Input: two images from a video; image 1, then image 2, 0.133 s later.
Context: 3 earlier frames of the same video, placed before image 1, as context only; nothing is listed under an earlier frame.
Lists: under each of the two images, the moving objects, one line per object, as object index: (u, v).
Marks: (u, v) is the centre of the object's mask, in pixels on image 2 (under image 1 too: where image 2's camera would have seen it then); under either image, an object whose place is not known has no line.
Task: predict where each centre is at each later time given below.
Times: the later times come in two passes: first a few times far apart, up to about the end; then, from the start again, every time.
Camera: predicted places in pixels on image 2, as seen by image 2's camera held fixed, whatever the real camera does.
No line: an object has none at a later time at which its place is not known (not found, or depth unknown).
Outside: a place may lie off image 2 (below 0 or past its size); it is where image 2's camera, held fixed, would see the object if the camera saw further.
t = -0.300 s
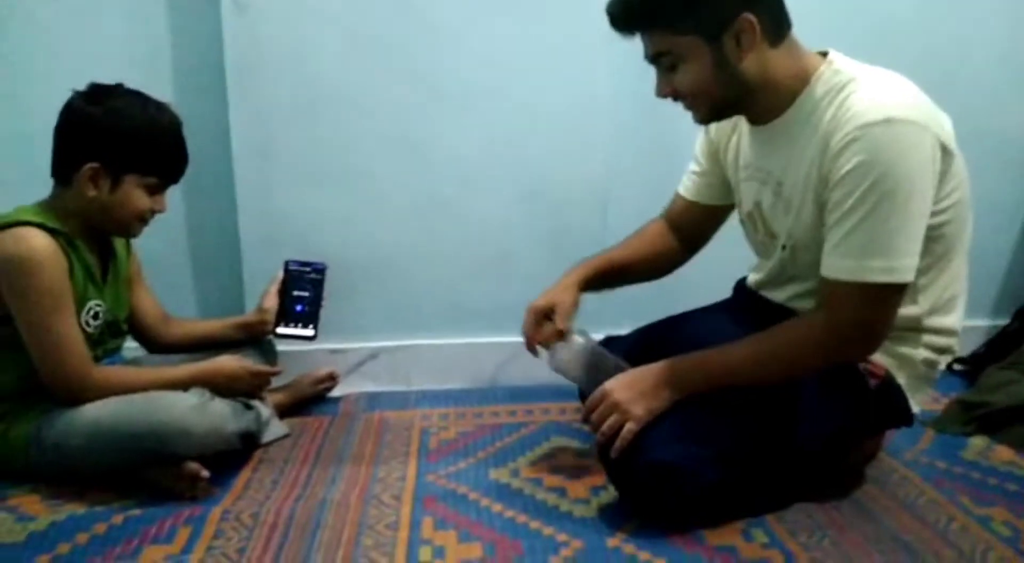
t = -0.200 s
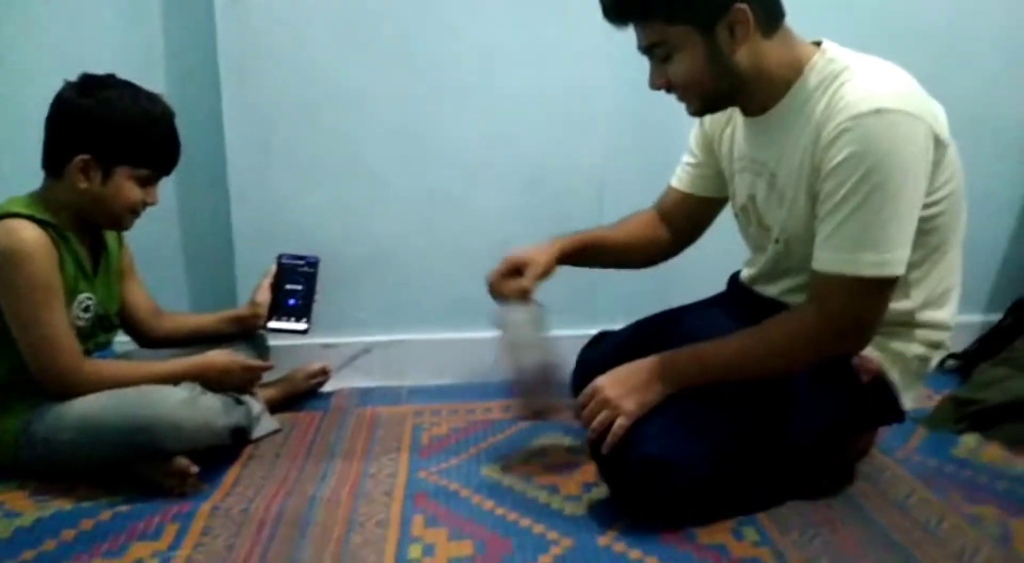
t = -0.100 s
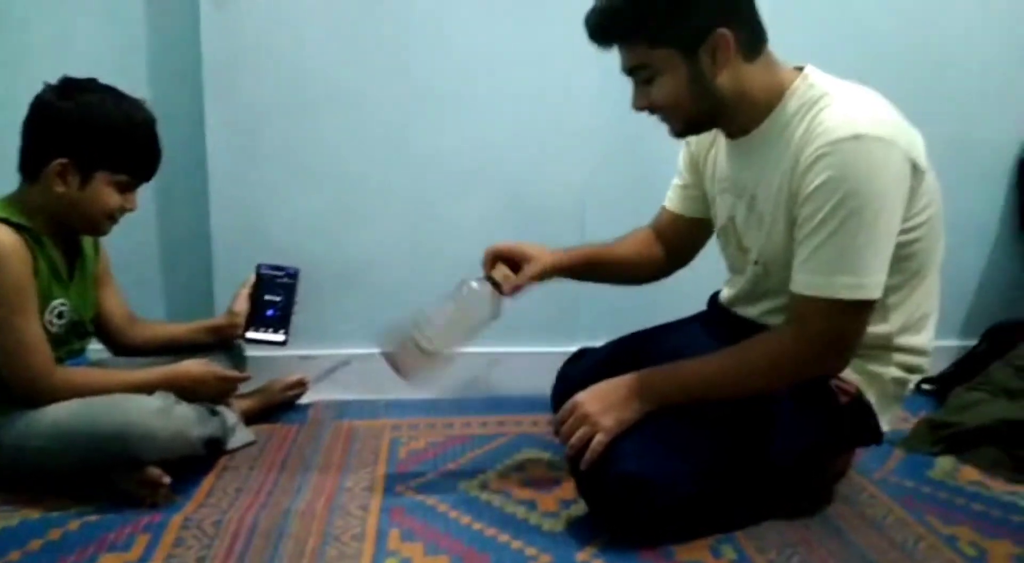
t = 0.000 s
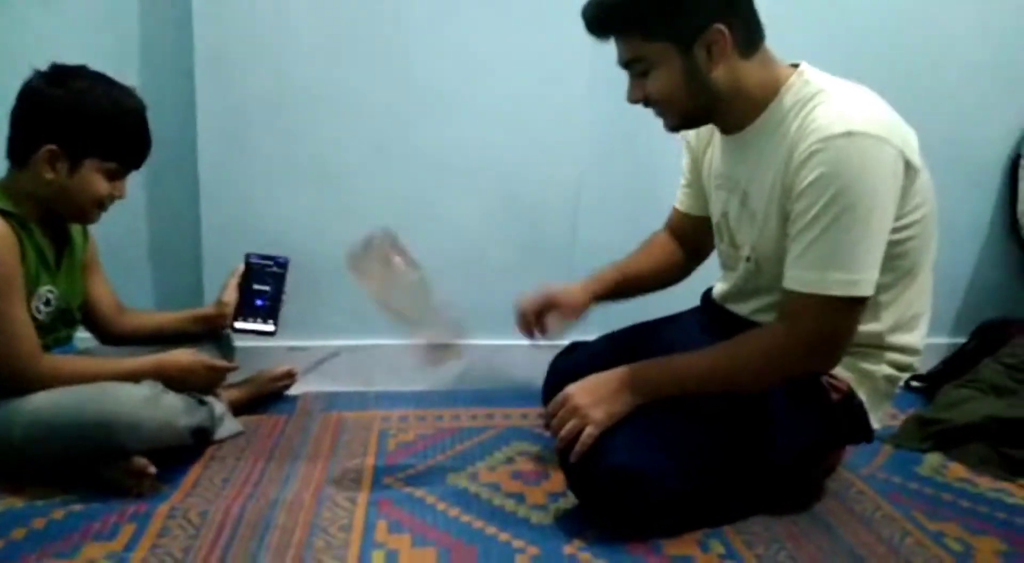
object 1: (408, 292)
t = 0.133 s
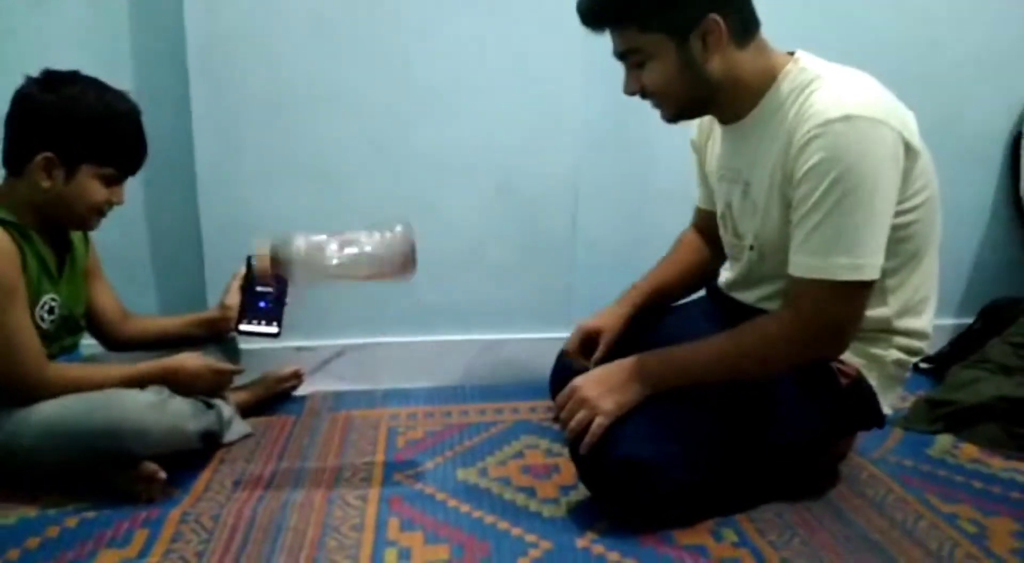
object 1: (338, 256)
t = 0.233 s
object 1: (356, 295)
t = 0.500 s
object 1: (364, 399)
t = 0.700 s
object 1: (364, 399)
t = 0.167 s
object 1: (342, 257)
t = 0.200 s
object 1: (350, 269)
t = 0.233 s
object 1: (356, 295)
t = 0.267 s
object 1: (360, 328)
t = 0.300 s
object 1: (363, 383)
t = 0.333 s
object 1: (366, 398)
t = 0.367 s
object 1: (365, 399)
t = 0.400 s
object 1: (363, 399)
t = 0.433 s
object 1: (364, 399)
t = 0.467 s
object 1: (366, 399)
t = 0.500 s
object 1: (364, 399)
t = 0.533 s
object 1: (364, 398)
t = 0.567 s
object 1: (364, 398)
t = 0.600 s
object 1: (364, 399)
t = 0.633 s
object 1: (365, 399)
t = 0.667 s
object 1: (365, 399)
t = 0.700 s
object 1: (364, 399)
